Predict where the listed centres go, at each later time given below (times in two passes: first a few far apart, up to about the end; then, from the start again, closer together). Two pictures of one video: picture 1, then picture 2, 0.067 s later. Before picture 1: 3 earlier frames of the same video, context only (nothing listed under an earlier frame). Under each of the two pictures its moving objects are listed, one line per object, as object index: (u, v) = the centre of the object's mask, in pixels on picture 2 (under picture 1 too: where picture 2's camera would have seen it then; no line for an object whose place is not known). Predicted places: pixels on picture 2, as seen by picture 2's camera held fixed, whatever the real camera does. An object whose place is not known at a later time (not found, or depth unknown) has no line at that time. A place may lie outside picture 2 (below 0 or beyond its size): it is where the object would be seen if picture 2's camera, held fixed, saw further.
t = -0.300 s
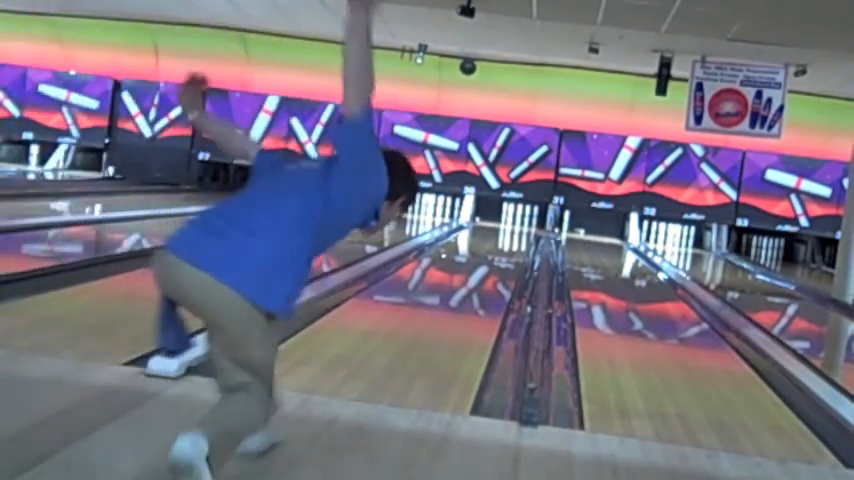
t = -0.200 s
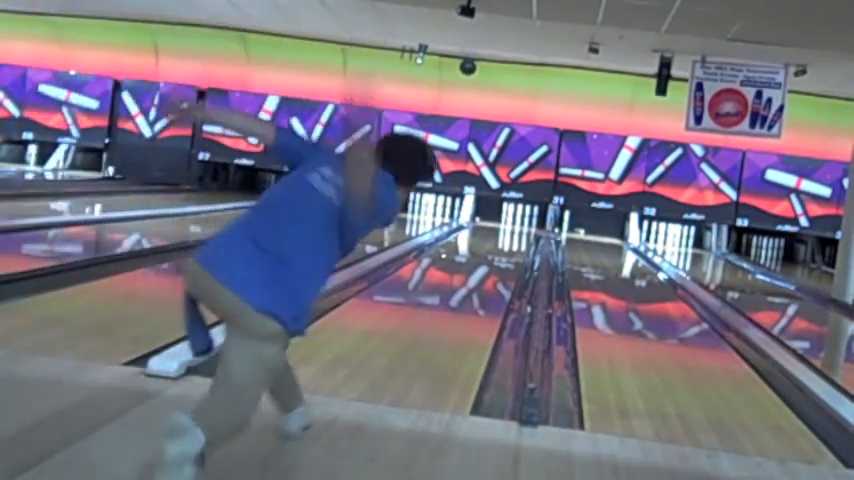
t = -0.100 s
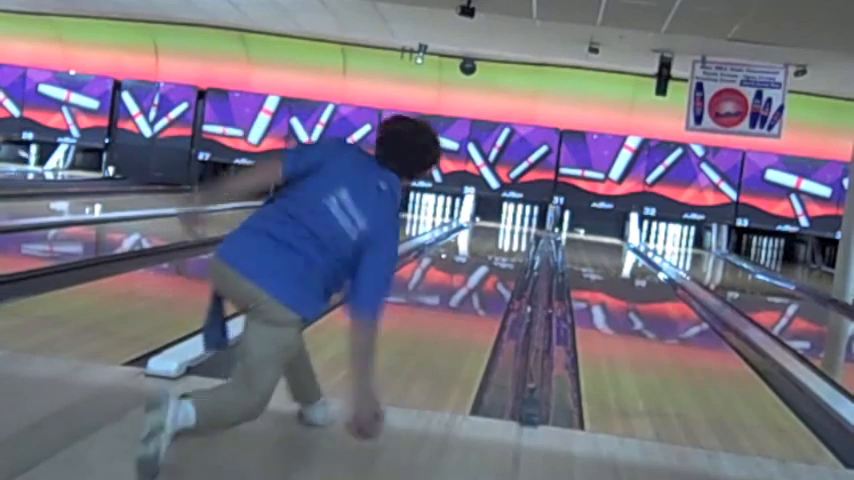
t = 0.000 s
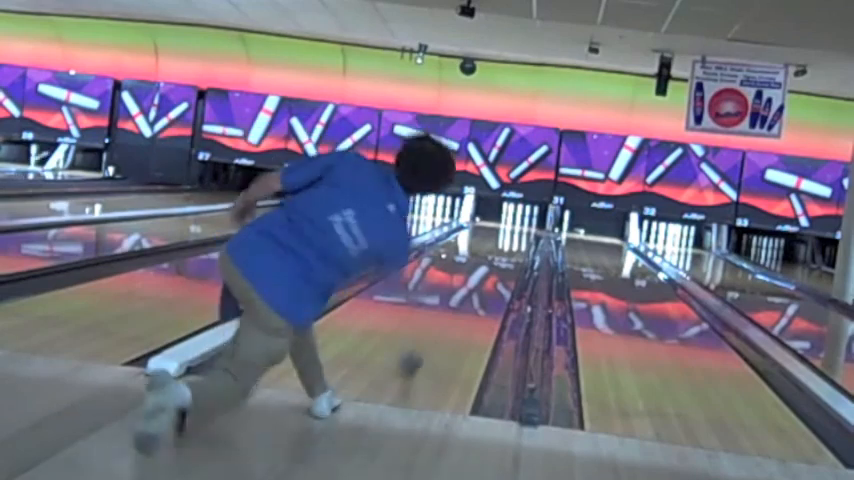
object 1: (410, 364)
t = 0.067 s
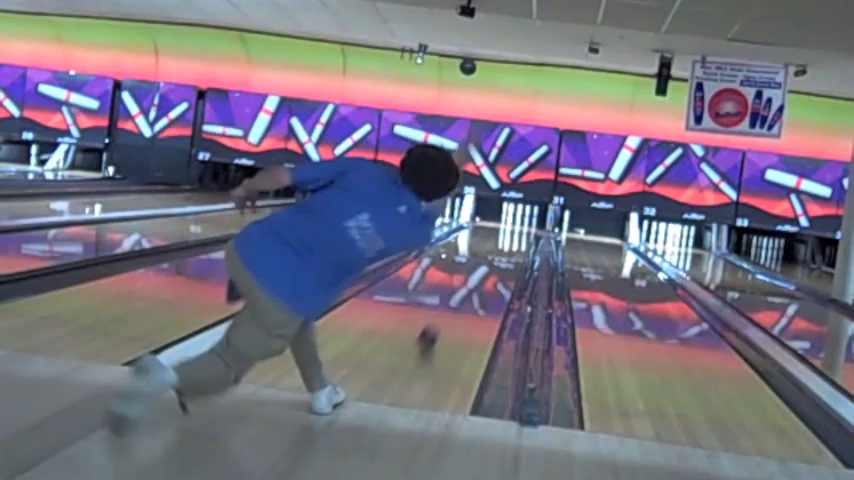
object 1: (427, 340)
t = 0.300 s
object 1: (464, 282)
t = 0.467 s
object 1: (478, 262)
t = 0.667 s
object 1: (490, 246)
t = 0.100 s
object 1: (434, 331)
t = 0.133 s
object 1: (441, 323)
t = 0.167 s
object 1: (447, 314)
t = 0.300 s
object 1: (464, 282)
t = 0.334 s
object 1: (467, 278)
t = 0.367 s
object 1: (470, 275)
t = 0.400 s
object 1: (474, 271)
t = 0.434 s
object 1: (476, 267)
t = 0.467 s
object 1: (478, 262)
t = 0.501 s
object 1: (482, 259)
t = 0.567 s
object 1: (485, 252)
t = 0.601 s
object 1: (486, 252)
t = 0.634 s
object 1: (488, 247)
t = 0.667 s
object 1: (490, 246)
